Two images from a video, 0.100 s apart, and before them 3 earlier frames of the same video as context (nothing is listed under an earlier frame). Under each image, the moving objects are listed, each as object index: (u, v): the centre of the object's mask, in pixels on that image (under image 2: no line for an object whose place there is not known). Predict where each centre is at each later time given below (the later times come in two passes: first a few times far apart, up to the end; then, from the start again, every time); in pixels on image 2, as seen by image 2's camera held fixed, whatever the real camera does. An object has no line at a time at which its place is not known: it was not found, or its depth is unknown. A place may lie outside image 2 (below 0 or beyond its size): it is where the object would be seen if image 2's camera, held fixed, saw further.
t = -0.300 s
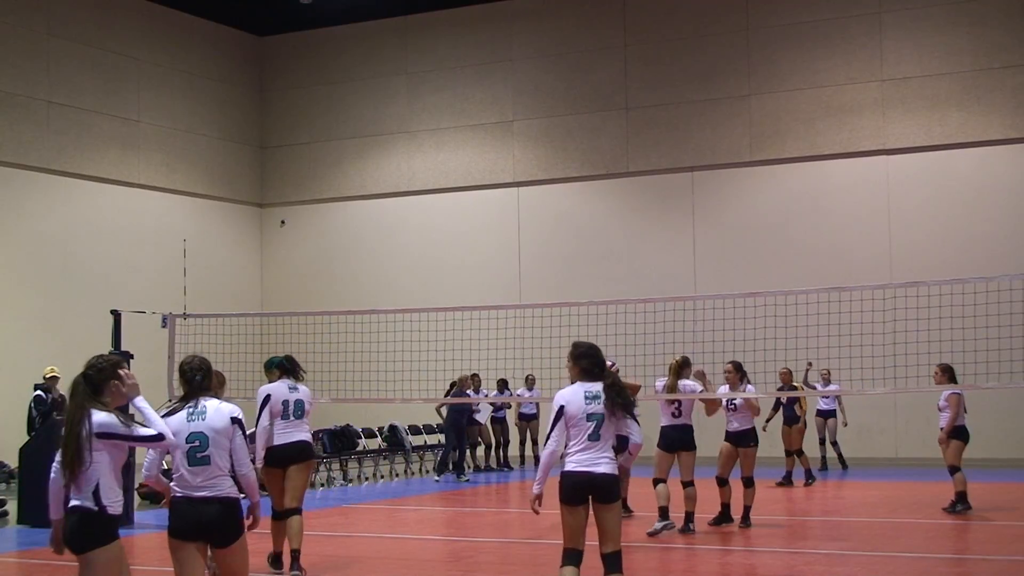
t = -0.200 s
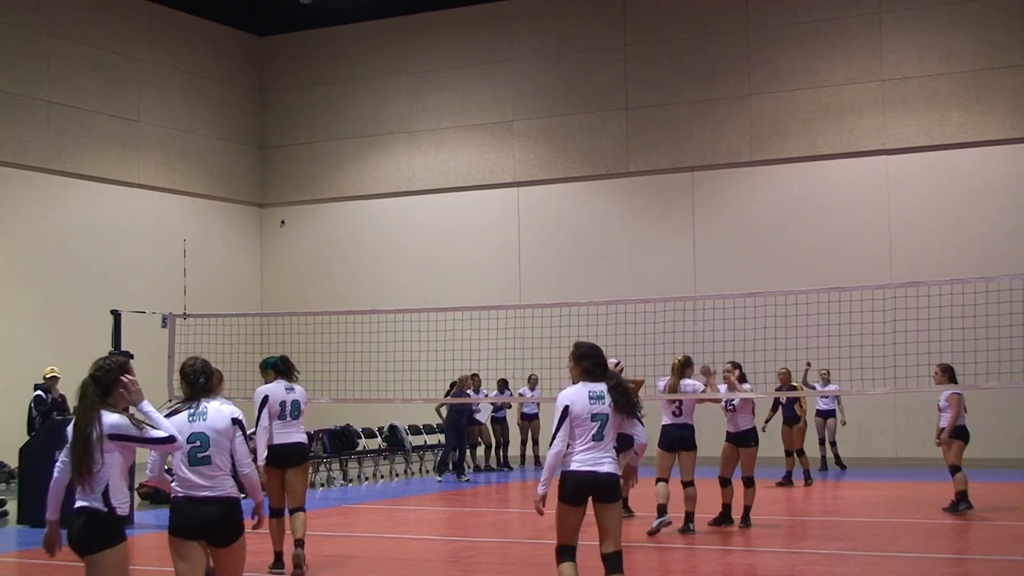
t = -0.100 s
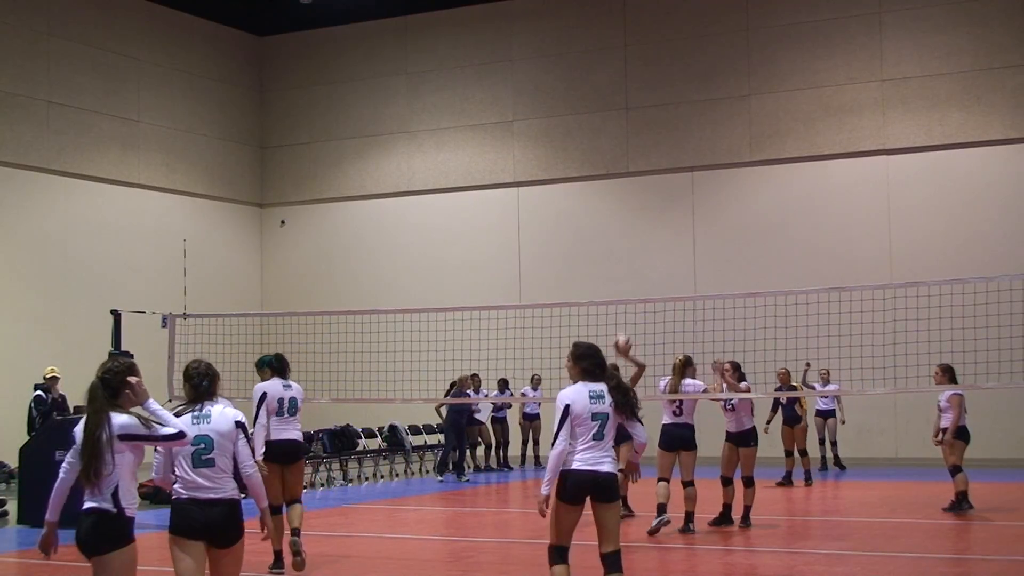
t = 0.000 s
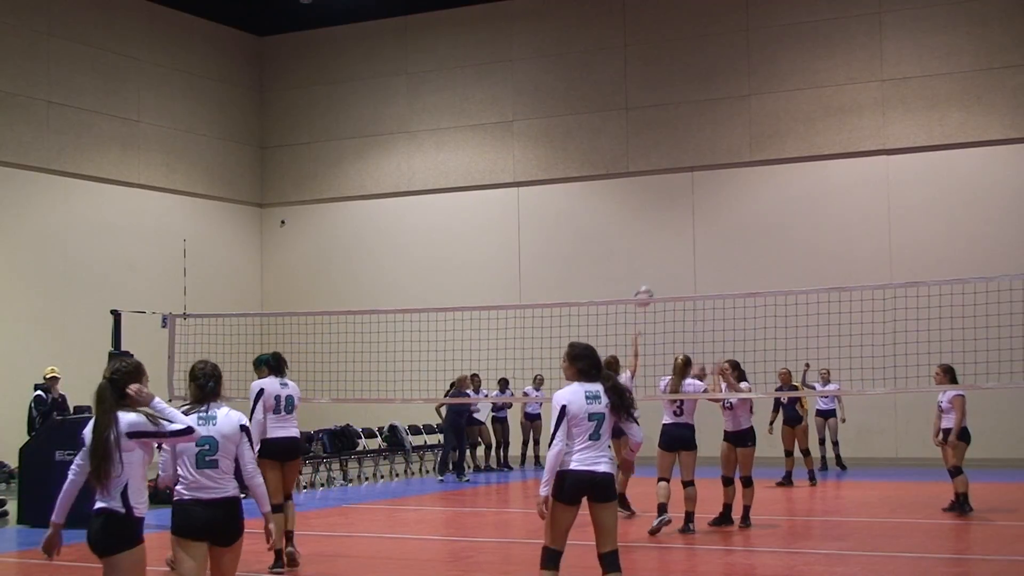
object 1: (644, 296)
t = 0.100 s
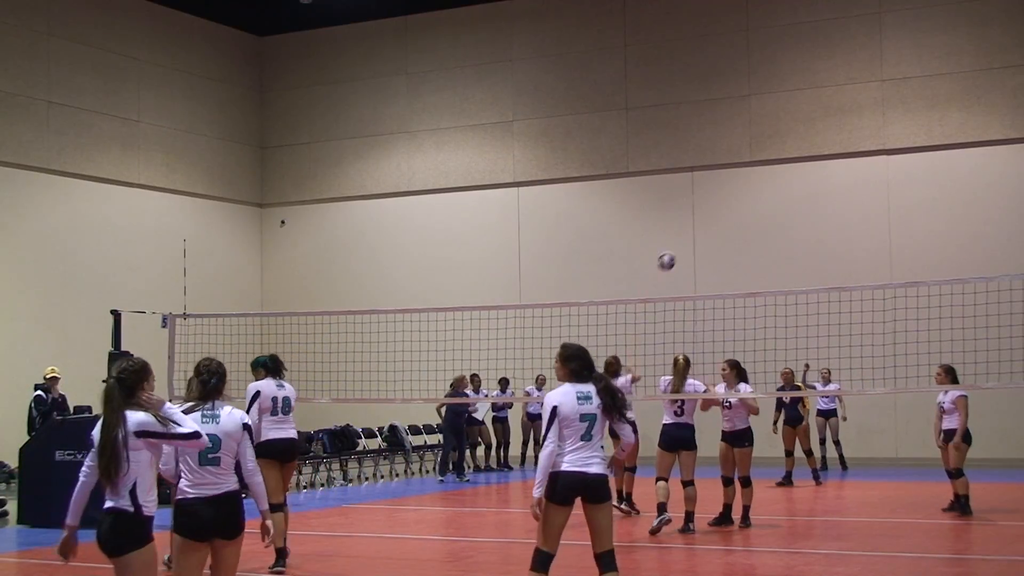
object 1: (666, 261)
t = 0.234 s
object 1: (694, 231)
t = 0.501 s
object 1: (742, 215)
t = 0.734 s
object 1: (777, 242)
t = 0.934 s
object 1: (804, 284)
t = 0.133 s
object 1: (673, 252)
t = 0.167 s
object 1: (680, 243)
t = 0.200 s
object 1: (687, 236)
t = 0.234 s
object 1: (694, 231)
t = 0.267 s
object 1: (700, 225)
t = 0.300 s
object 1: (707, 222)
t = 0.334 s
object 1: (713, 218)
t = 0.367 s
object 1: (719, 216)
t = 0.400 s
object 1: (725, 215)
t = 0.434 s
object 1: (731, 214)
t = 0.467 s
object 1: (736, 214)
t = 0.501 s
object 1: (742, 215)
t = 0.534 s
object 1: (747, 217)
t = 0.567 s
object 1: (752, 219)
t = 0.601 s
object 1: (757, 223)
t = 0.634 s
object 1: (762, 226)
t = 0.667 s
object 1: (767, 230)
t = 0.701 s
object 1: (772, 236)
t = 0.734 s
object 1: (777, 242)
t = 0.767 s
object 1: (782, 247)
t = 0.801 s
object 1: (786, 254)
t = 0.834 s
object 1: (791, 262)
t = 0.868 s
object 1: (795, 269)
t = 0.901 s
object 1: (799, 278)
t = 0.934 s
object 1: (804, 284)
